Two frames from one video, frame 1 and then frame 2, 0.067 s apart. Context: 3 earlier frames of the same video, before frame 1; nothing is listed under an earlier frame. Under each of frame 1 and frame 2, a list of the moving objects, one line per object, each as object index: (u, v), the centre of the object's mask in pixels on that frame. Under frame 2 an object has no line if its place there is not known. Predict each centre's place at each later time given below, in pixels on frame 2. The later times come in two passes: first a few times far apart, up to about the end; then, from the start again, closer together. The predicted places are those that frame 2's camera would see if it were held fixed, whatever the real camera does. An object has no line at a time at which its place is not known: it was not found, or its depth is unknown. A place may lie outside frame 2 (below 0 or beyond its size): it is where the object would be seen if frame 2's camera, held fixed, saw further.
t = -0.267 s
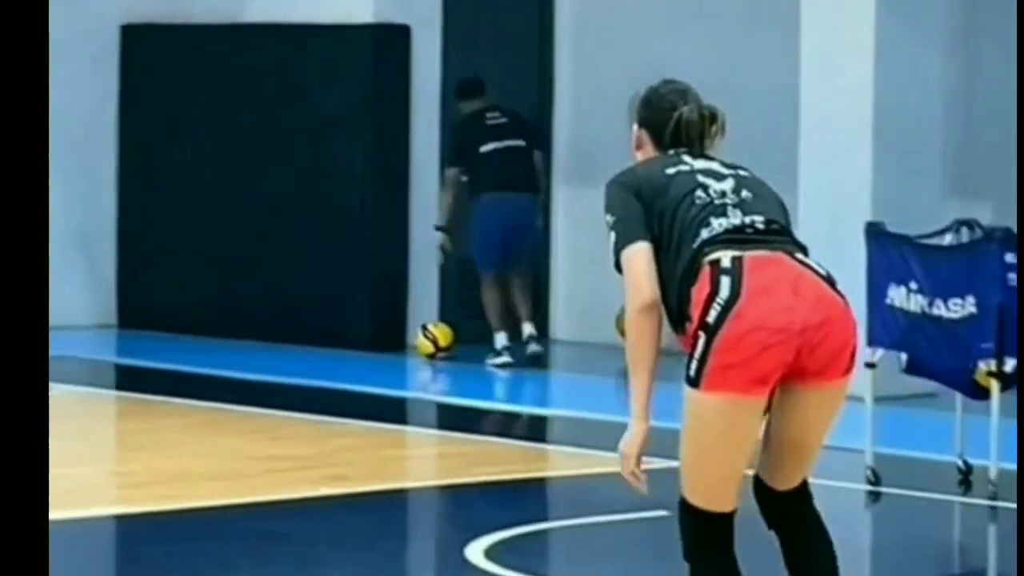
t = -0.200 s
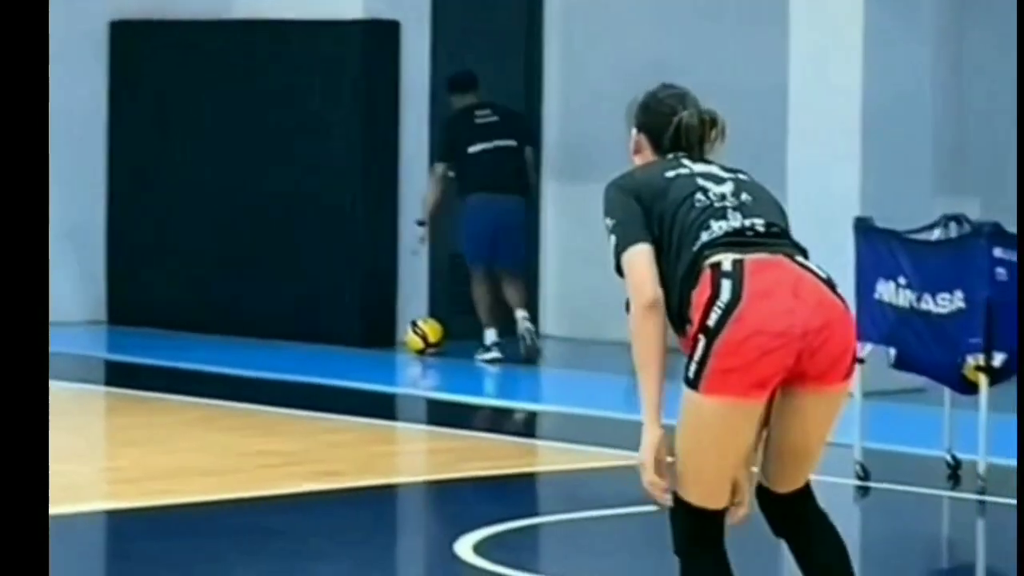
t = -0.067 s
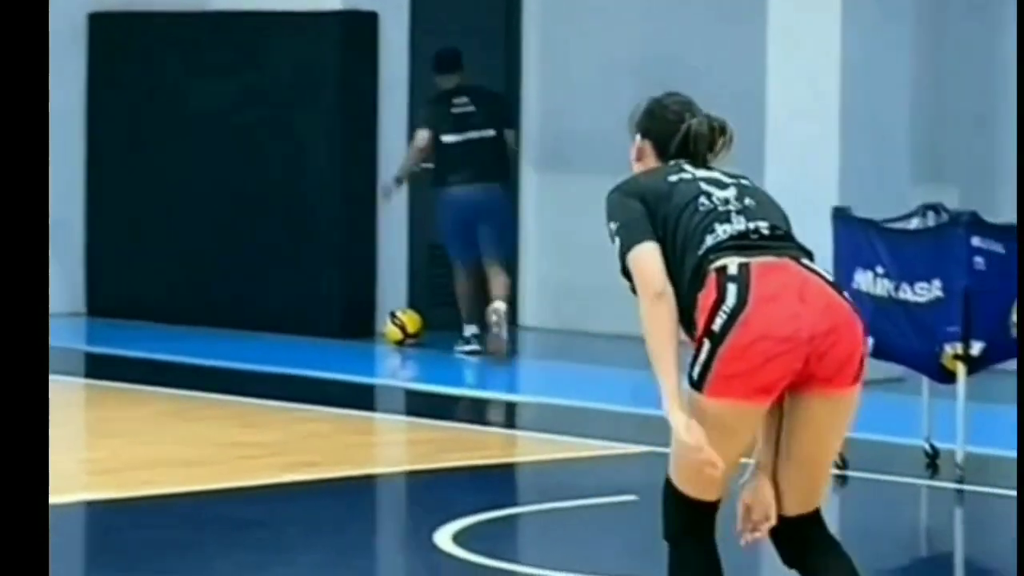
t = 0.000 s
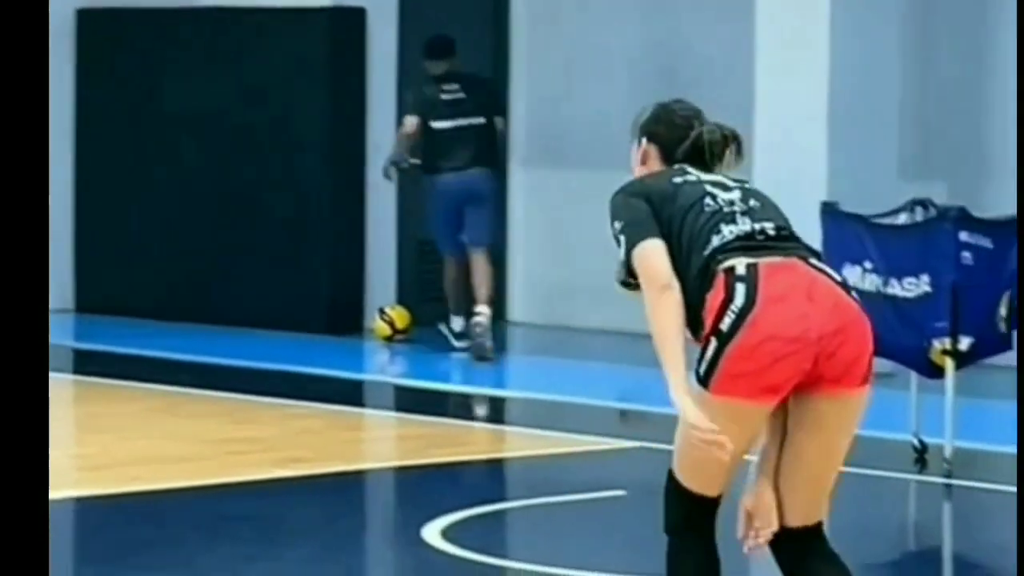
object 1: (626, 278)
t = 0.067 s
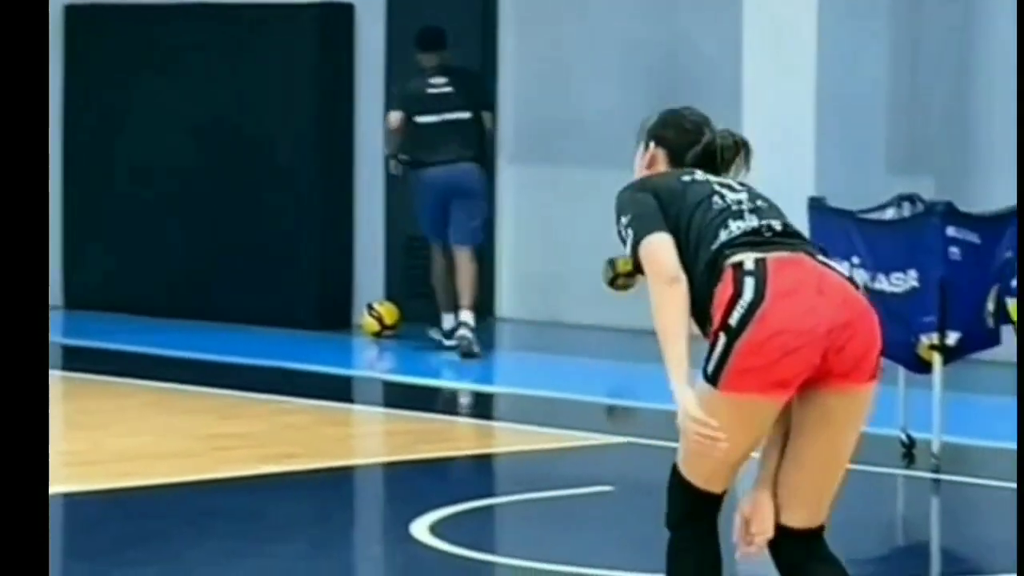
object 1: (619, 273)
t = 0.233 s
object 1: (618, 316)
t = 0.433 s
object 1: (613, 273)
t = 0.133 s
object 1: (620, 284)
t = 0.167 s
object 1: (619, 292)
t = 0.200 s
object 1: (619, 302)
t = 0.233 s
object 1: (618, 316)
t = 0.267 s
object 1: (618, 319)
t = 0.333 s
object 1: (615, 296)
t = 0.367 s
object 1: (615, 285)
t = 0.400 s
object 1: (614, 280)
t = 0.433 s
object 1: (613, 273)
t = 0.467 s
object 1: (613, 270)
